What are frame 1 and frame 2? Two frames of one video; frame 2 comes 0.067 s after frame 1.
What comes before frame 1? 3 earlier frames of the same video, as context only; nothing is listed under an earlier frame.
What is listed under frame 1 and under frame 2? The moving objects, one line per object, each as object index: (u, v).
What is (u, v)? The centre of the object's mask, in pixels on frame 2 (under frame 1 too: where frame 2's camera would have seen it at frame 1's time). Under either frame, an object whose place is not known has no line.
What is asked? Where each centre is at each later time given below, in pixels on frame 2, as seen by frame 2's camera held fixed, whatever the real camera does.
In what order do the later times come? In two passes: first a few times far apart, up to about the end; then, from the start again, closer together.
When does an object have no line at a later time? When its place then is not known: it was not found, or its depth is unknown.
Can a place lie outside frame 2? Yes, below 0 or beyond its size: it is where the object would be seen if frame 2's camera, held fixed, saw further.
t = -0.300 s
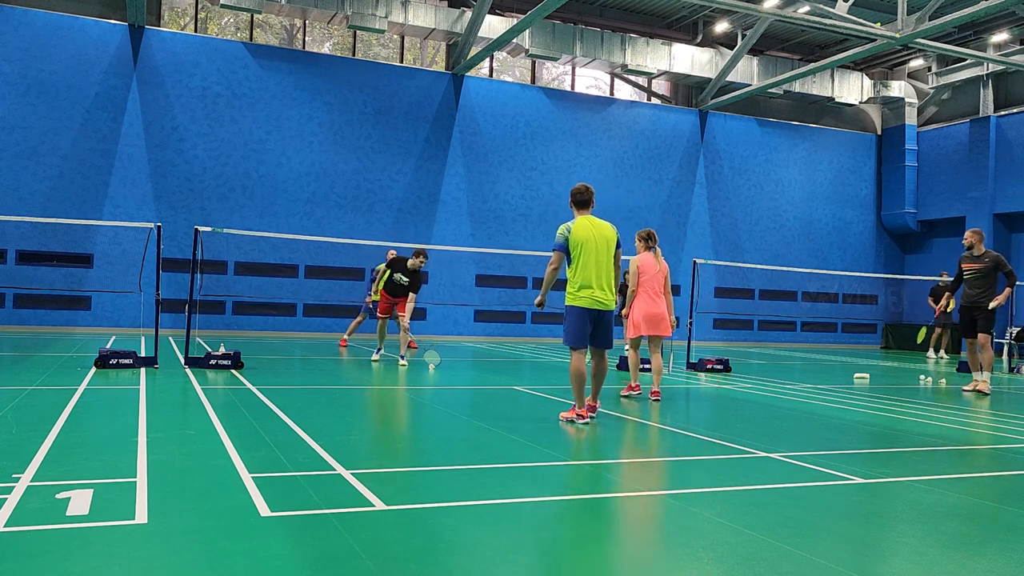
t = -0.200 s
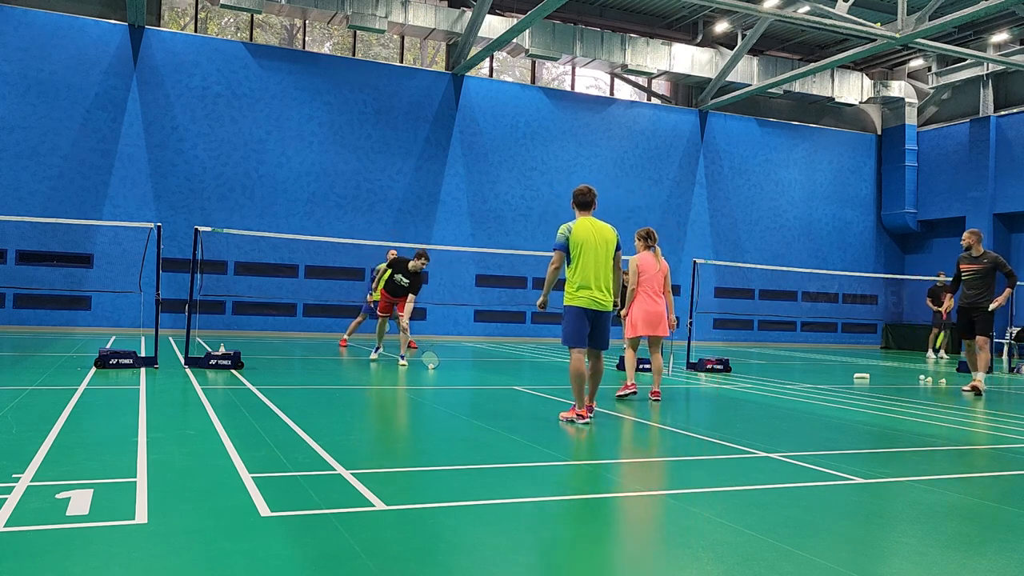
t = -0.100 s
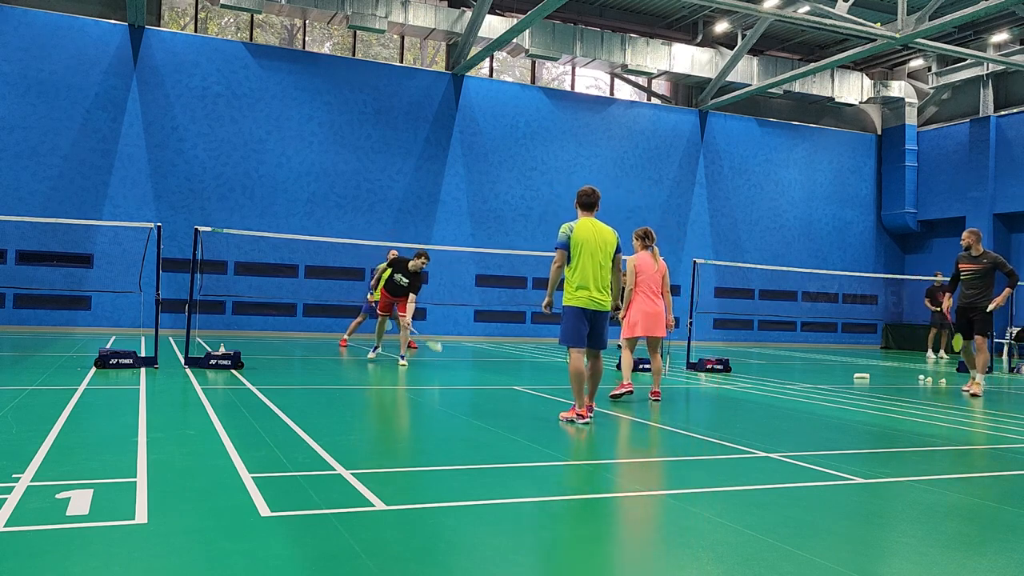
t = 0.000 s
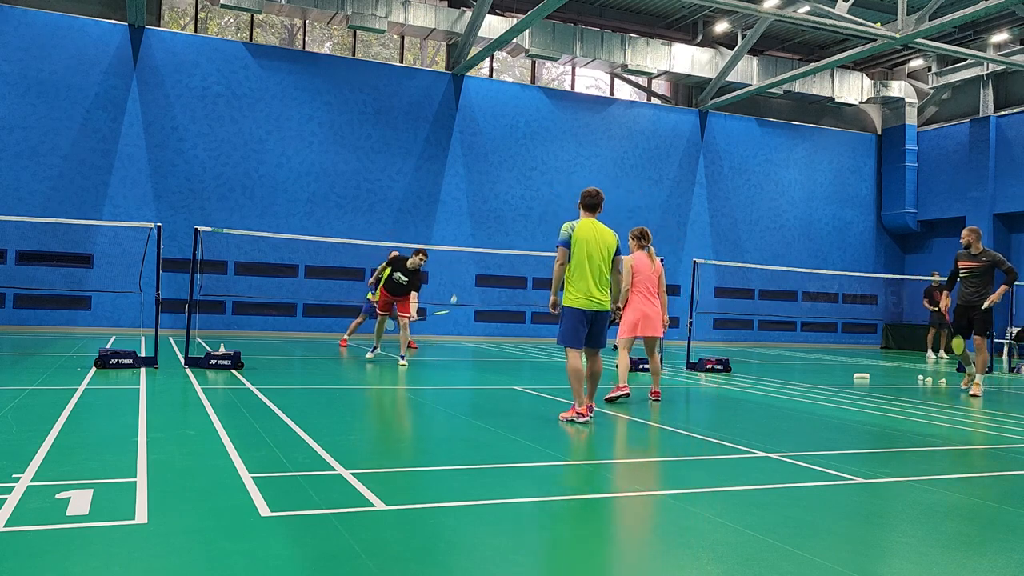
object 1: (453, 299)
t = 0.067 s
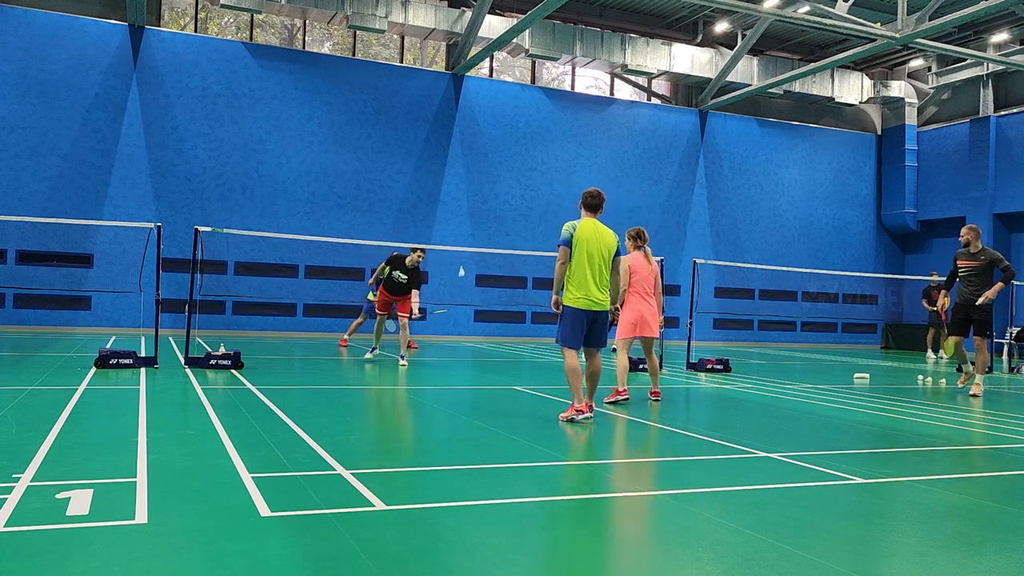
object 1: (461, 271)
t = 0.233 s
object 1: (475, 220)
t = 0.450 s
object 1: (495, 193)
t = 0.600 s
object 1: (507, 197)
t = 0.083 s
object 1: (463, 265)
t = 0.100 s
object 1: (464, 259)
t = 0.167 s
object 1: (469, 237)
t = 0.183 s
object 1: (471, 233)
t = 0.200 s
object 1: (472, 229)
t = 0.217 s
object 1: (474, 224)
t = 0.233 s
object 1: (475, 220)
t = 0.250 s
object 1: (477, 216)
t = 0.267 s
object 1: (478, 213)
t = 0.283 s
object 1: (480, 210)
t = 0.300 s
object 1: (482, 207)
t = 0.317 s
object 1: (483, 205)
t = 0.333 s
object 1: (485, 203)
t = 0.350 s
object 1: (486, 200)
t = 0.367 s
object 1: (488, 199)
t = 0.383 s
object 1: (489, 197)
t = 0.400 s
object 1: (491, 196)
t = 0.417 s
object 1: (492, 194)
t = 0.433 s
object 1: (494, 194)
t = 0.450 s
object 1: (495, 193)
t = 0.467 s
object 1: (496, 193)
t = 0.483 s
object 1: (497, 192)
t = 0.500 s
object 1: (499, 192)
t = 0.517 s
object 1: (500, 192)
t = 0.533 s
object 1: (502, 192)
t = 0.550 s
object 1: (503, 193)
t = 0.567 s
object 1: (504, 194)
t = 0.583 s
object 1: (505, 195)
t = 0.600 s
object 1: (507, 197)
